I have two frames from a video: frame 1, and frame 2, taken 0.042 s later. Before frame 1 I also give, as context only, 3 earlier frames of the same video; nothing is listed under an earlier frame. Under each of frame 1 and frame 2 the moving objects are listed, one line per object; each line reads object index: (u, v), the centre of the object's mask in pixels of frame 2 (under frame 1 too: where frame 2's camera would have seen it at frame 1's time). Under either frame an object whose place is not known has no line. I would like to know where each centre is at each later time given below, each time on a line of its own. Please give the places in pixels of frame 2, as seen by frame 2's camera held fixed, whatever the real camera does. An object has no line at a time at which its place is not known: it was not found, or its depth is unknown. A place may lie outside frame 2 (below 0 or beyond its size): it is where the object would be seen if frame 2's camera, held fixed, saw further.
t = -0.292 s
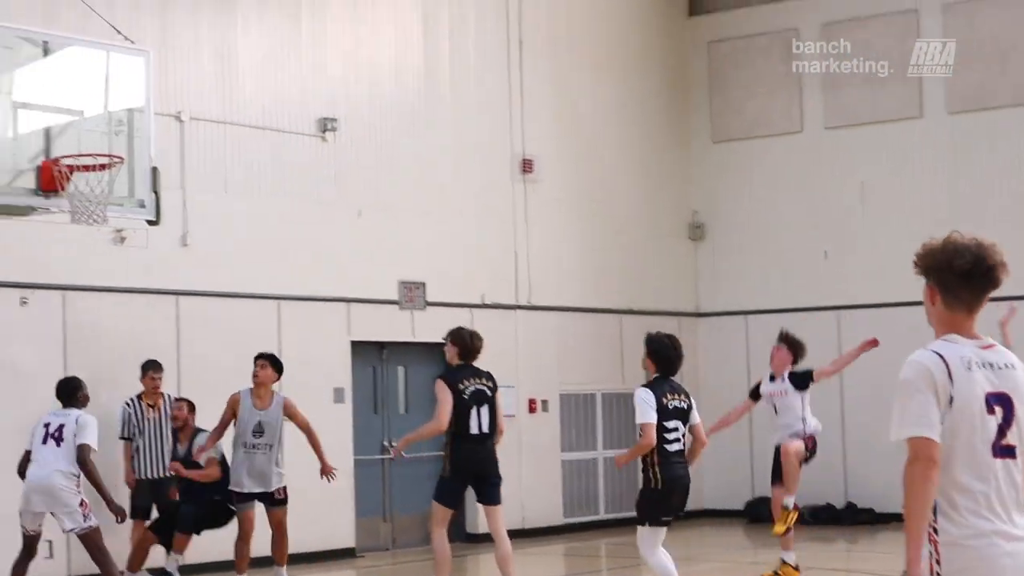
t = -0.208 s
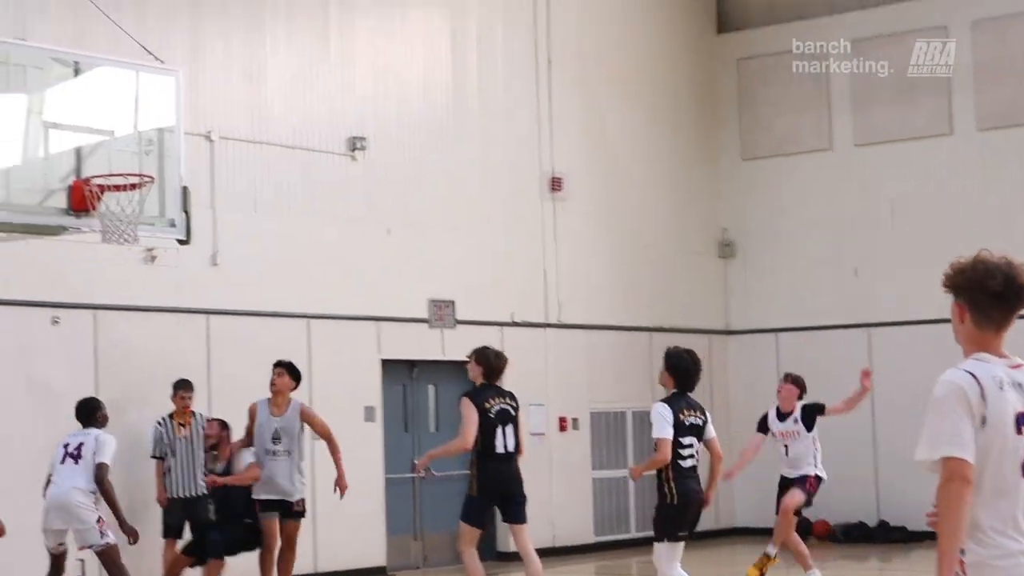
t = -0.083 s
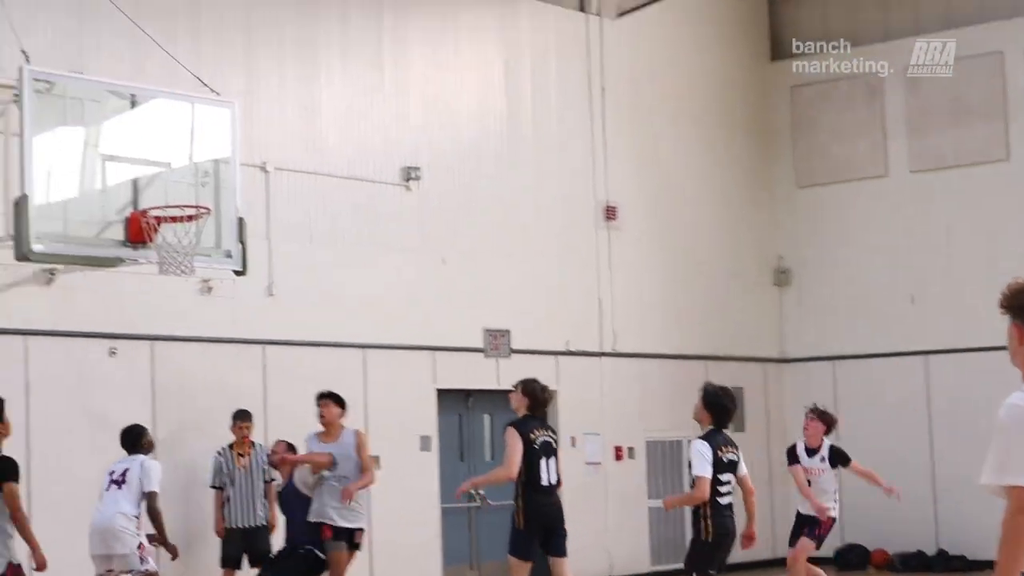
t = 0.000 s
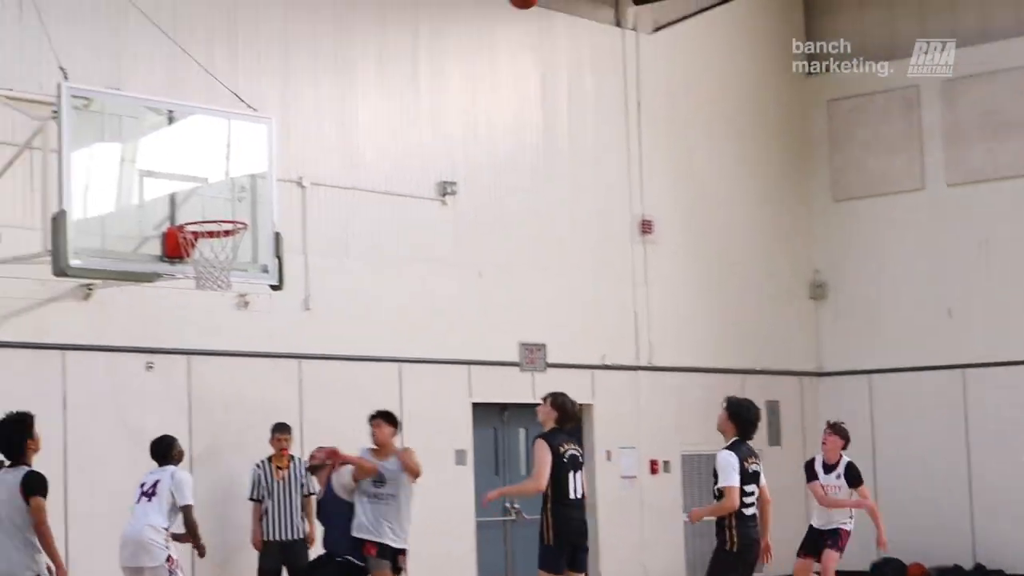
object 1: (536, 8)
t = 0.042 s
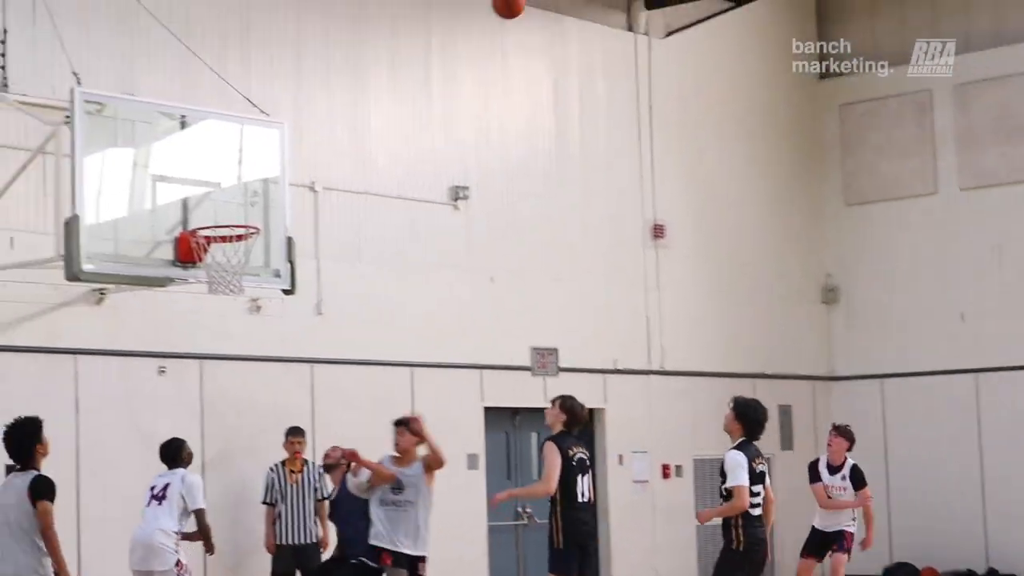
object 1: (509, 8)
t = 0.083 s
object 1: (481, 10)
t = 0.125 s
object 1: (454, 19)
